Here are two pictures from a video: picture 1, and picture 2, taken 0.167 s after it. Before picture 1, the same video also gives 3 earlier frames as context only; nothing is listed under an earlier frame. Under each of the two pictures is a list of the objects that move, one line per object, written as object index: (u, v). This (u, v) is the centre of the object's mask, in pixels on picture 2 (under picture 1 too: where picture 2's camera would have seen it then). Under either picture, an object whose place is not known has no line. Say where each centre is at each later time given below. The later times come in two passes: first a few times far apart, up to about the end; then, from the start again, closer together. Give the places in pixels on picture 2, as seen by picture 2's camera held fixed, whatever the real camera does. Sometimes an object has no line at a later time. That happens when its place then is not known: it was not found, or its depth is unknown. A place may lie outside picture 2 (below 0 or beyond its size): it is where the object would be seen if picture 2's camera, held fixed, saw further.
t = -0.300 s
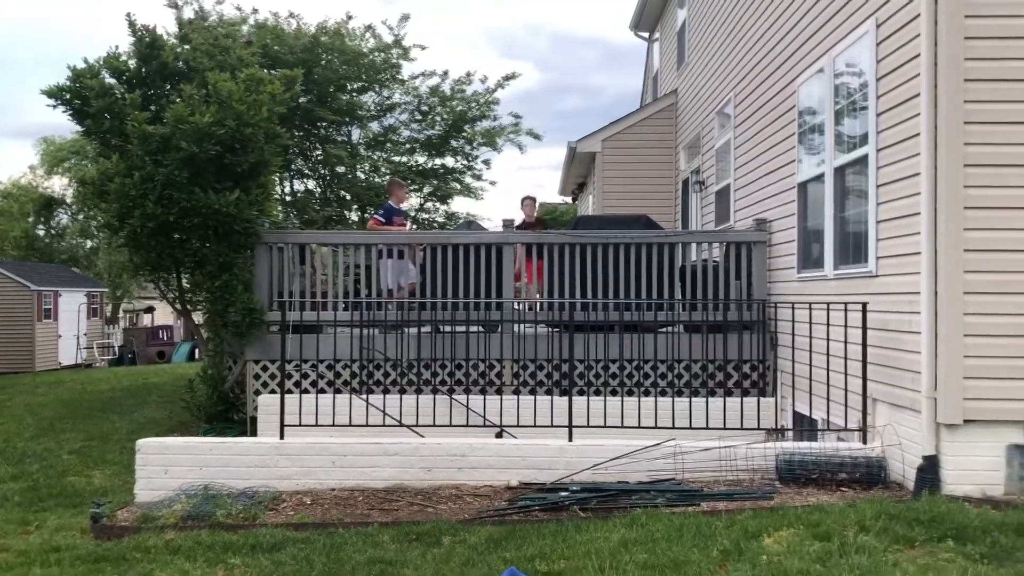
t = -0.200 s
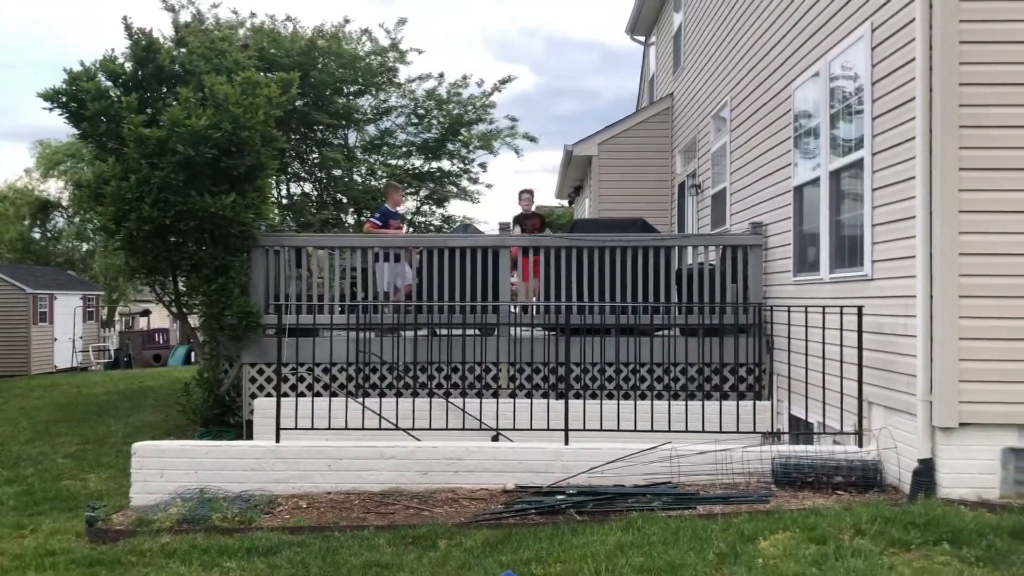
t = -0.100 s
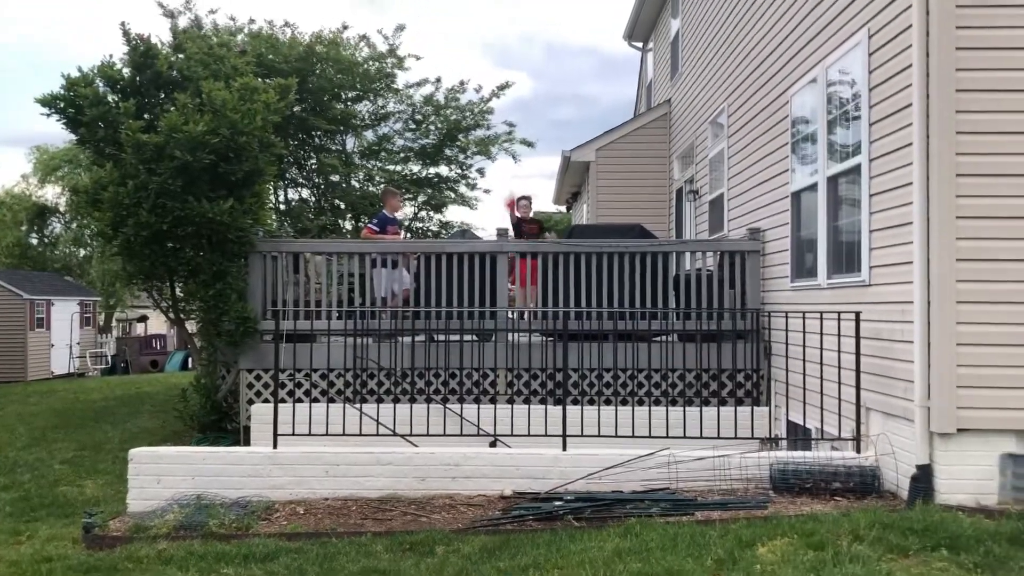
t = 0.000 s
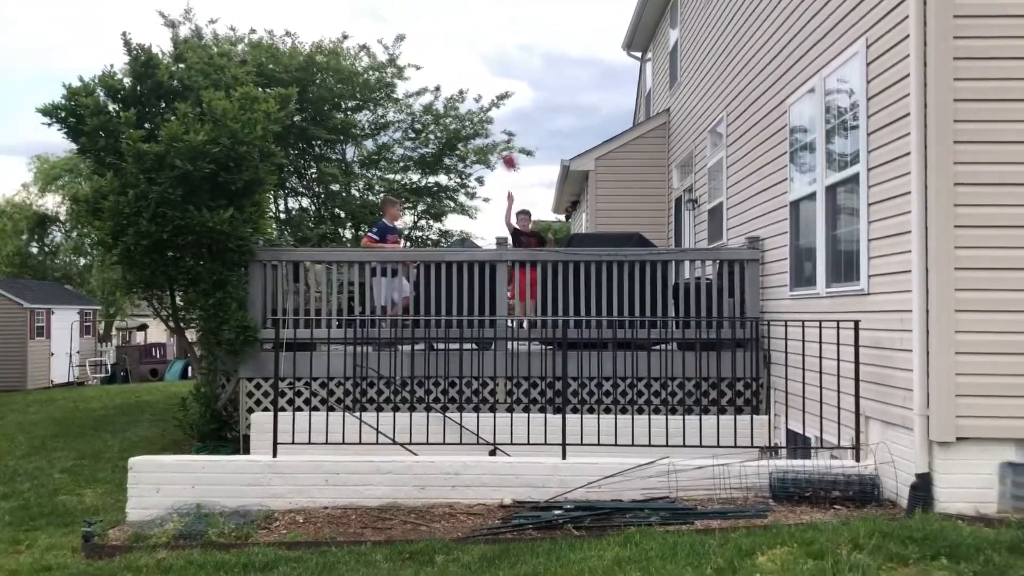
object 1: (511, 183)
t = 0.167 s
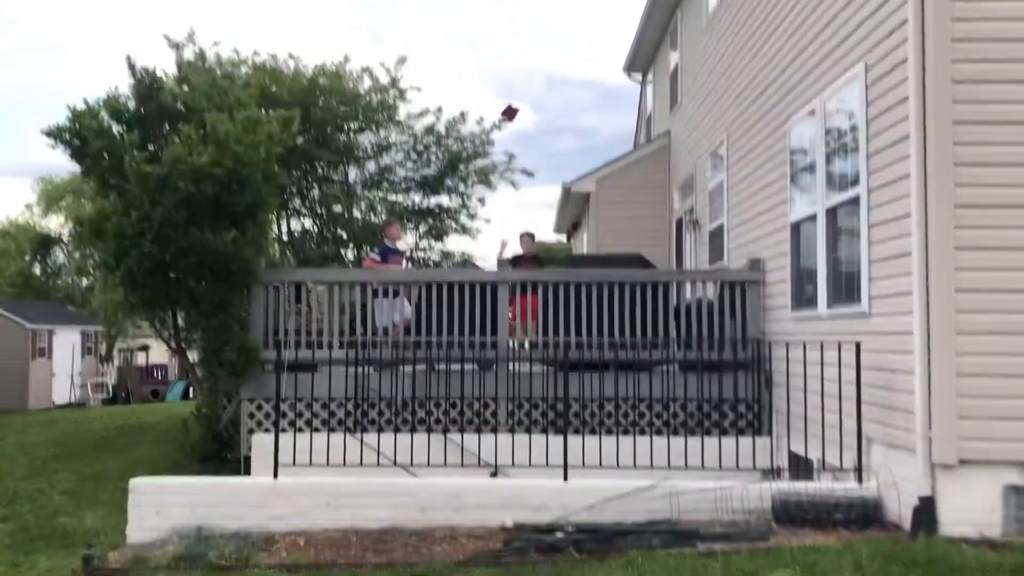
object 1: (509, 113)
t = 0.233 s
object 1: (509, 89)
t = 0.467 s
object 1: (508, 37)
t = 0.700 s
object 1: (503, 49)
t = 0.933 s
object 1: (494, 180)
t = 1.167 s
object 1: (485, 564)
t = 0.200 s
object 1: (510, 101)
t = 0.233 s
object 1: (509, 89)
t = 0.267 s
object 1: (509, 78)
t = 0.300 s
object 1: (509, 69)
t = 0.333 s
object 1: (509, 61)
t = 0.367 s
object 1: (509, 53)
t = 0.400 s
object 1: (508, 46)
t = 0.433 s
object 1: (508, 41)
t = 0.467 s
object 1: (508, 37)
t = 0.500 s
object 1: (507, 33)
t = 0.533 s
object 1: (507, 32)
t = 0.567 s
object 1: (506, 32)
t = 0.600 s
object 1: (505, 33)
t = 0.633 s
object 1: (505, 37)
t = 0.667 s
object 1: (504, 42)
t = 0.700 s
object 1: (503, 49)
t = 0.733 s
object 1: (502, 59)
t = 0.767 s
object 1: (501, 71)
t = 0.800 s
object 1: (500, 86)
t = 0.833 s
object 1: (498, 105)
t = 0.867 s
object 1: (497, 125)
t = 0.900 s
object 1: (496, 151)
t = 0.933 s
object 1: (494, 180)
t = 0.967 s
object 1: (494, 213)
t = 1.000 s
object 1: (492, 252)
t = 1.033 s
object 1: (491, 296)
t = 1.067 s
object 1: (489, 351)
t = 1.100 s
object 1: (488, 411)
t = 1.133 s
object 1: (486, 479)
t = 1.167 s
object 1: (485, 564)
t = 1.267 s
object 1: (482, 722)
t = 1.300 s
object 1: (481, 734)
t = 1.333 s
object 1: (479, 749)
